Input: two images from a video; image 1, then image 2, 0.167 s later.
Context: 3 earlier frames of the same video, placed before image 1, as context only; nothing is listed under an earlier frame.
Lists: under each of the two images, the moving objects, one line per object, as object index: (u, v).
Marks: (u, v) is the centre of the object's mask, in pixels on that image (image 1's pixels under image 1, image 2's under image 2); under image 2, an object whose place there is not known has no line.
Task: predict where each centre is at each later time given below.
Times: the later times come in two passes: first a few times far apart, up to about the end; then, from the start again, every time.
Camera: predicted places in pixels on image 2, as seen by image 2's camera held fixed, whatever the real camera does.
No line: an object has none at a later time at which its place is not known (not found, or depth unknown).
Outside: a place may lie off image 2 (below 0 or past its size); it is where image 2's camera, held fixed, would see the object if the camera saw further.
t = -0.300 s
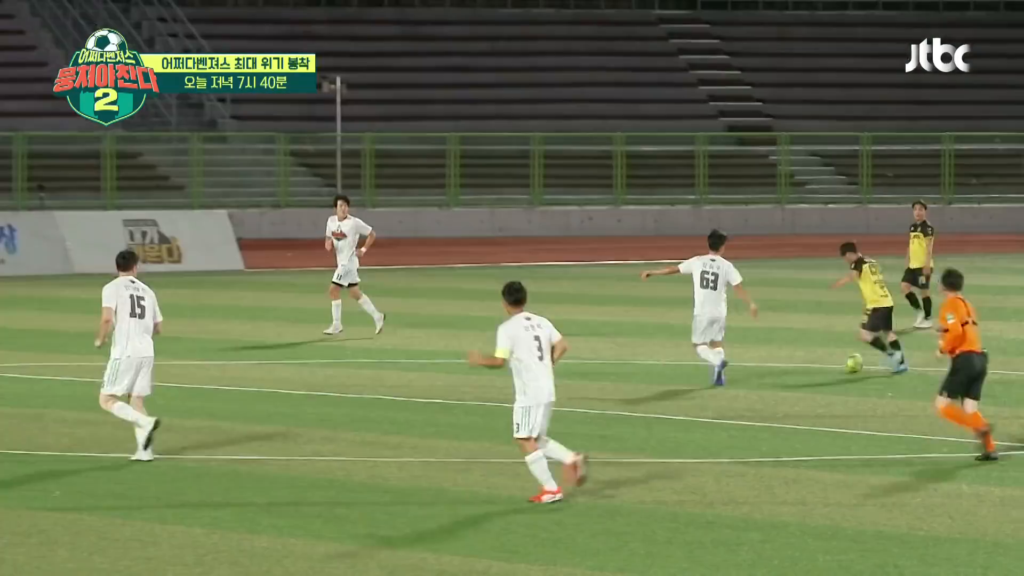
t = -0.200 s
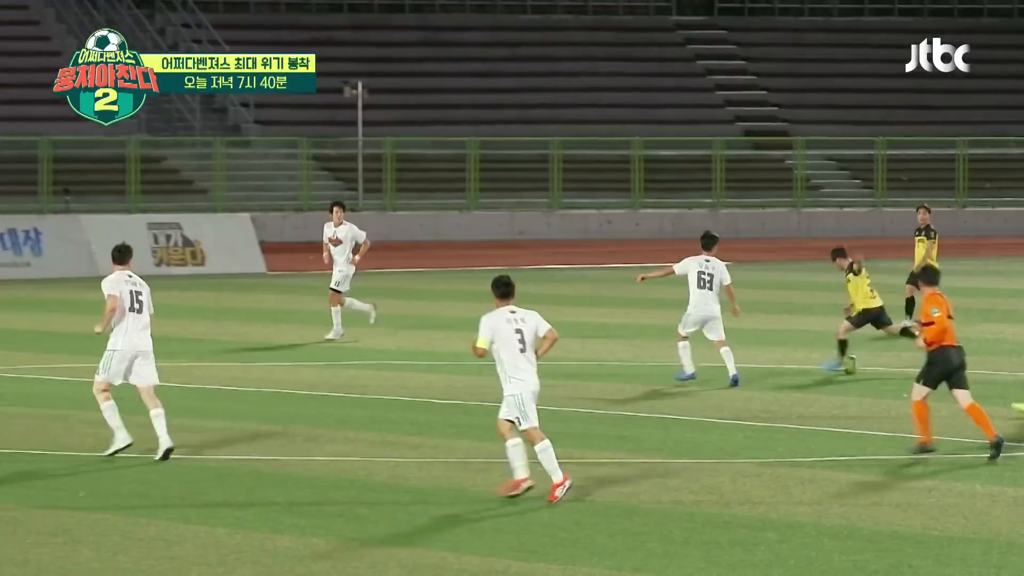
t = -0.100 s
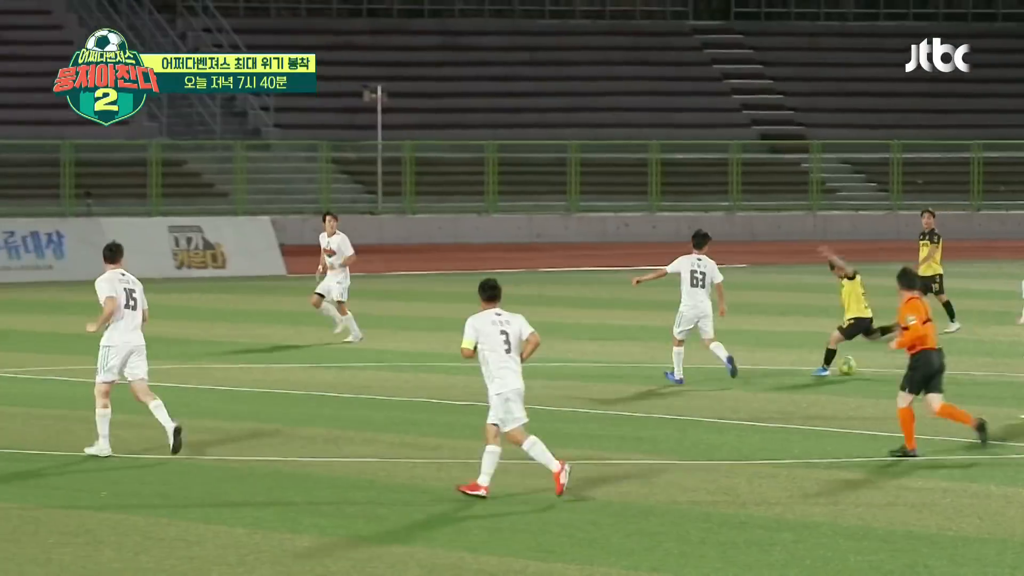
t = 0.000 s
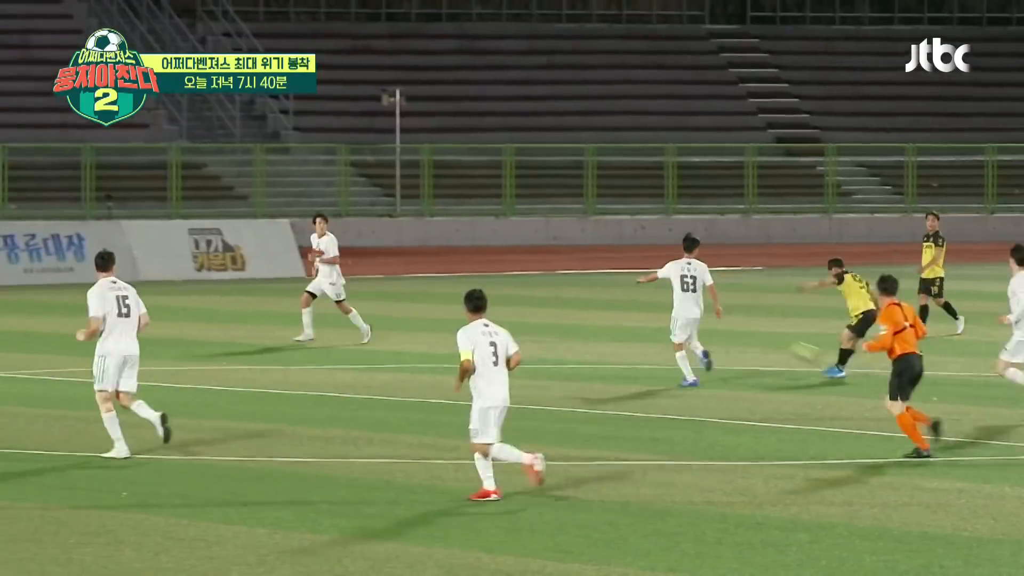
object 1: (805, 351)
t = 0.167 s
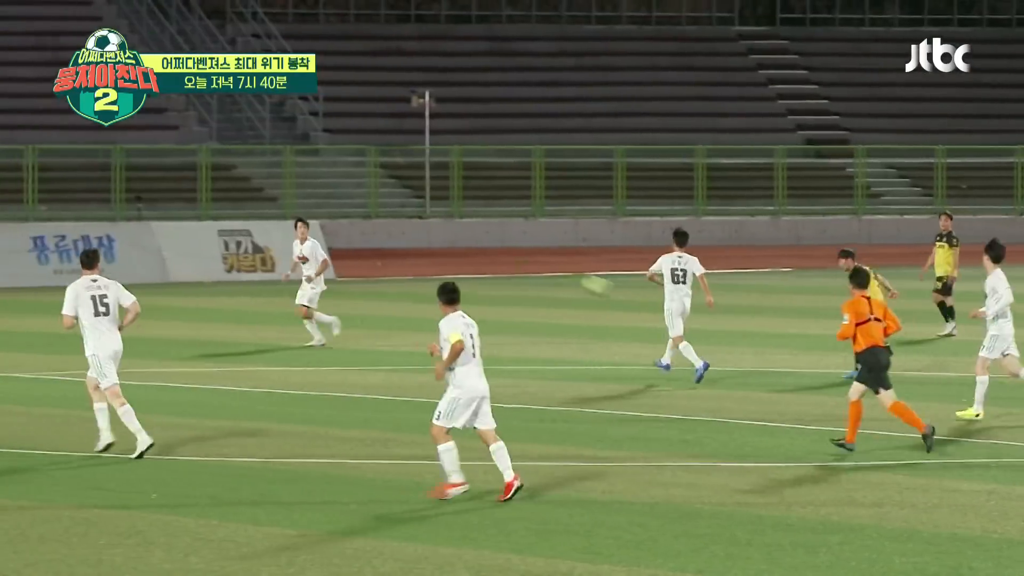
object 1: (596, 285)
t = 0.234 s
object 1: (504, 261)
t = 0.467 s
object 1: (182, 195)
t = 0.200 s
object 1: (549, 272)
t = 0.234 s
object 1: (504, 261)
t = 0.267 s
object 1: (458, 251)
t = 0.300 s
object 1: (410, 240)
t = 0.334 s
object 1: (365, 229)
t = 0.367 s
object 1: (321, 220)
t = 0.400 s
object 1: (274, 211)
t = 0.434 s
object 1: (229, 203)
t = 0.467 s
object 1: (182, 195)
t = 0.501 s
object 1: (136, 187)
